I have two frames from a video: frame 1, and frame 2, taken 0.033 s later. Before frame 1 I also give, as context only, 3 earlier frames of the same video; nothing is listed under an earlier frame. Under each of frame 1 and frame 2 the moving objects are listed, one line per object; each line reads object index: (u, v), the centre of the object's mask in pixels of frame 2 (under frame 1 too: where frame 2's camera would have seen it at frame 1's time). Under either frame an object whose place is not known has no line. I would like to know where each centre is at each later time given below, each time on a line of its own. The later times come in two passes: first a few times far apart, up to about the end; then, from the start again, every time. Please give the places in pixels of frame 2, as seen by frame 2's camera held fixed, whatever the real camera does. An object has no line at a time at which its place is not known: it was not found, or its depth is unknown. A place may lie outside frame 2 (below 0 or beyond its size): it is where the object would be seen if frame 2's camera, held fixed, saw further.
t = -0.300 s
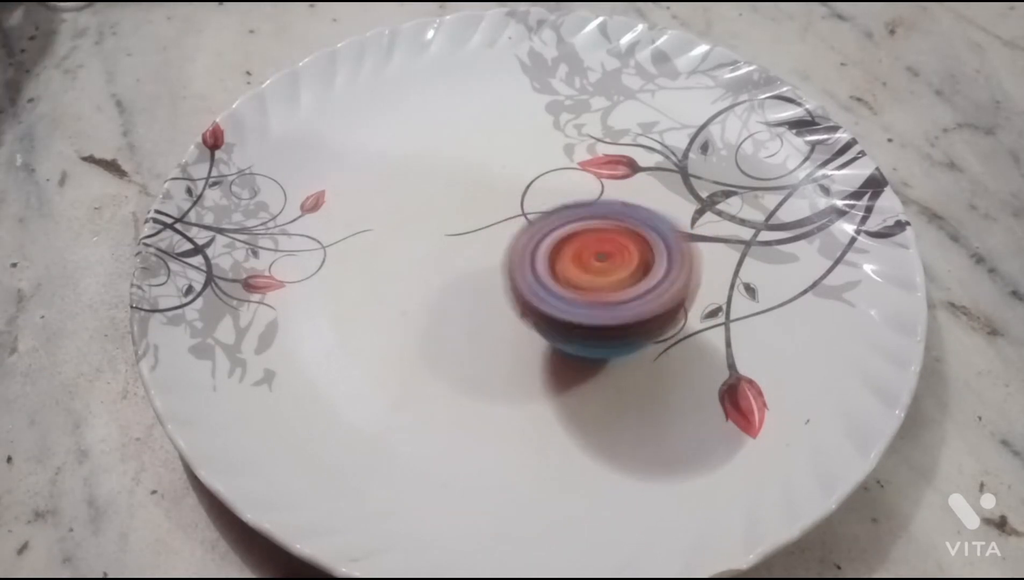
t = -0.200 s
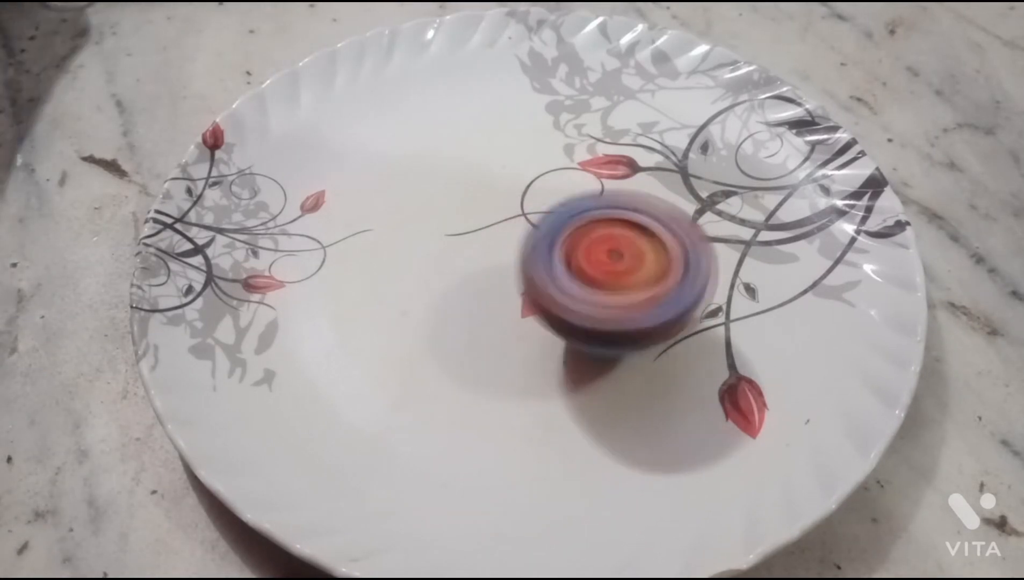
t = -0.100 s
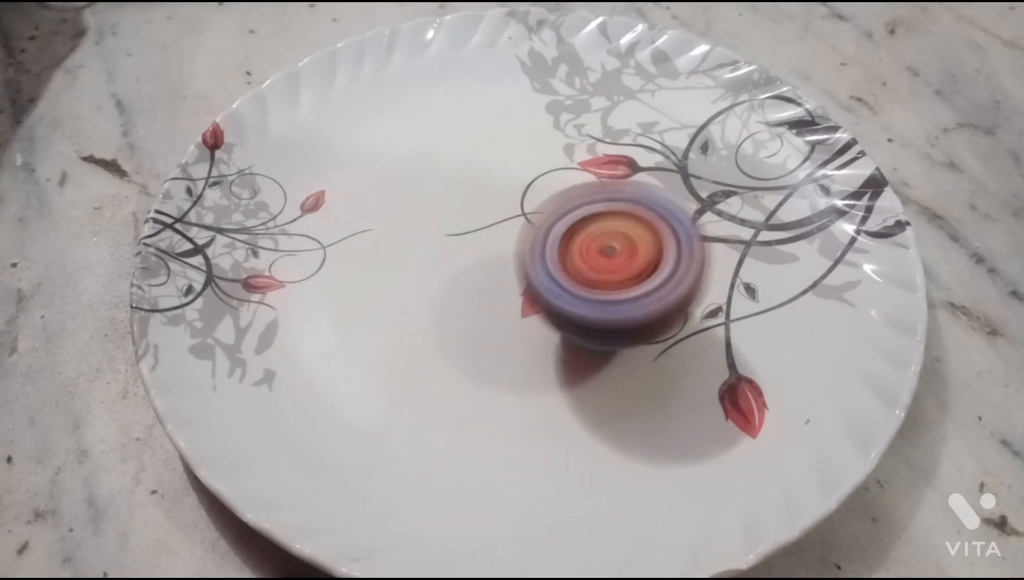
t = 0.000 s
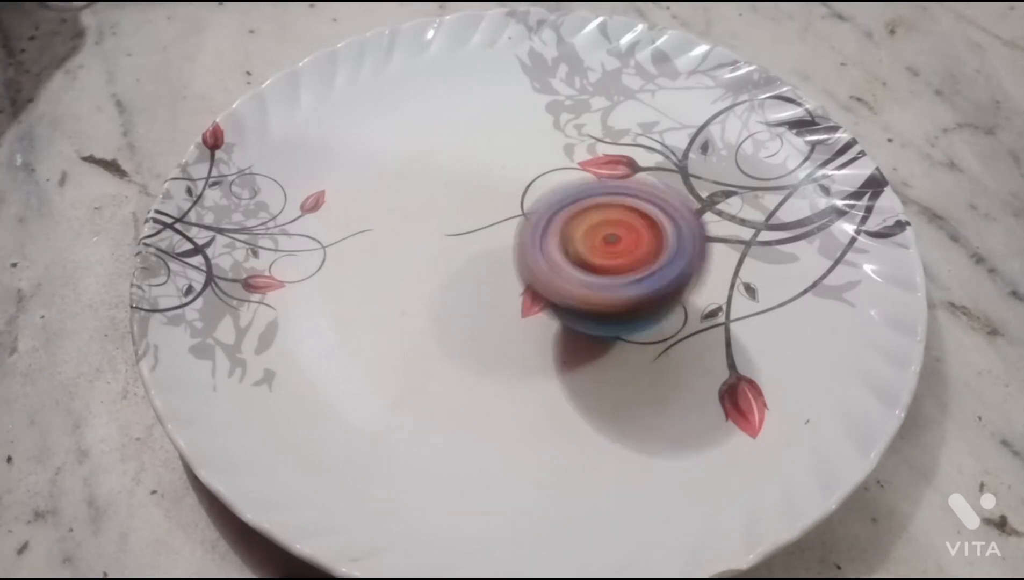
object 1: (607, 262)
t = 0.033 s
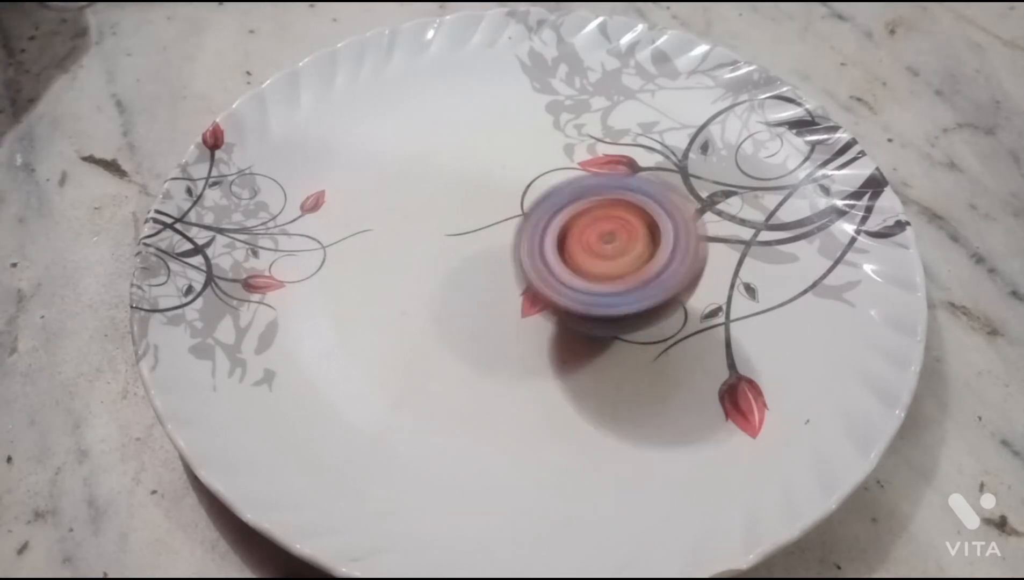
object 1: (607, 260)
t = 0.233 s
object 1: (591, 252)
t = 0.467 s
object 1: (573, 258)
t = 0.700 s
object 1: (591, 275)
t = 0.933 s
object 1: (612, 271)
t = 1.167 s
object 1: (613, 256)
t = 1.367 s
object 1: (601, 246)
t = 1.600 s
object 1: (576, 254)
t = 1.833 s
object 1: (596, 269)
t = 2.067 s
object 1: (612, 264)
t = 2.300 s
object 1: (611, 245)
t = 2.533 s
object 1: (595, 237)
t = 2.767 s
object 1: (590, 265)
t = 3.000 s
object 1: (612, 275)
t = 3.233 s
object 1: (629, 265)
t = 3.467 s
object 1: (626, 242)
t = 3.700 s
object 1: (614, 243)
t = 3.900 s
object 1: (607, 266)
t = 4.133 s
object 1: (624, 283)
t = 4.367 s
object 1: (649, 264)
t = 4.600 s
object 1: (645, 259)
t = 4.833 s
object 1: (646, 274)
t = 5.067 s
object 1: (618, 278)
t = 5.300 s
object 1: (637, 265)
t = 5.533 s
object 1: (634, 278)
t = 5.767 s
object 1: (629, 265)
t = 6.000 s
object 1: (636, 256)
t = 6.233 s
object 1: (652, 273)
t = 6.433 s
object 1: (611, 268)
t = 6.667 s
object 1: (653, 279)
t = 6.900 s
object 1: (643, 274)
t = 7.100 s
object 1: (674, 237)
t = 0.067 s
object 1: (605, 259)
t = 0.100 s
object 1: (606, 258)
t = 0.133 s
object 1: (601, 252)
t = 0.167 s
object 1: (592, 253)
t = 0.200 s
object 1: (593, 253)
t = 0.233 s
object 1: (591, 252)
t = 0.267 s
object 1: (589, 253)
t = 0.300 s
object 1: (582, 250)
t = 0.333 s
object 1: (574, 253)
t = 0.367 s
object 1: (578, 256)
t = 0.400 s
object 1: (578, 258)
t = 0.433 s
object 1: (579, 259)
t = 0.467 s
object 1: (573, 258)
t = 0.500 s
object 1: (570, 263)
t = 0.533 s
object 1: (578, 267)
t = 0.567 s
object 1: (580, 269)
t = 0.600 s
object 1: (581, 269)
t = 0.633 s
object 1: (580, 269)
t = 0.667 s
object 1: (581, 274)
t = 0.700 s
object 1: (591, 275)
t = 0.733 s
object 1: (593, 276)
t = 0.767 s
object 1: (596, 275)
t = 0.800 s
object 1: (599, 274)
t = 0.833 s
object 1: (602, 277)
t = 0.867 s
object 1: (613, 274)
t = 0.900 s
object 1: (613, 272)
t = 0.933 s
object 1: (612, 271)
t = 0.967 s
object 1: (614, 267)
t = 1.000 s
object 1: (616, 268)
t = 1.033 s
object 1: (622, 263)
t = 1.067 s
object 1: (621, 258)
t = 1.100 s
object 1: (614, 259)
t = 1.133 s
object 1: (614, 257)
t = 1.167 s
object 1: (613, 256)
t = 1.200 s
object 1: (621, 246)
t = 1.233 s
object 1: (618, 242)
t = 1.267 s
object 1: (605, 248)
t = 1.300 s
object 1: (605, 246)
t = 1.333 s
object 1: (600, 246)
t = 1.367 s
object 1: (601, 246)
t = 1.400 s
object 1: (596, 237)
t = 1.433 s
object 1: (586, 245)
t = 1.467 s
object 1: (589, 248)
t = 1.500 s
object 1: (587, 251)
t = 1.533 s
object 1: (586, 251)
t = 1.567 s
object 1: (581, 250)
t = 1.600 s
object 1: (576, 254)
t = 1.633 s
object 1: (582, 257)
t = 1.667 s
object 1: (583, 260)
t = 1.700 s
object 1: (585, 261)
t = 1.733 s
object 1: (586, 261)
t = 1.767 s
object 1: (584, 267)
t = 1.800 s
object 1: (592, 269)
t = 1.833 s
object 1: (596, 269)
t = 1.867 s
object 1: (596, 270)
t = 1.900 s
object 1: (600, 268)
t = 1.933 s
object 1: (600, 270)
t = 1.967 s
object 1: (608, 270)
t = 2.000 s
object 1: (613, 267)
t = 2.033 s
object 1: (610, 267)
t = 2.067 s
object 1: (612, 264)
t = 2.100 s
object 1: (612, 263)
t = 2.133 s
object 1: (615, 262)
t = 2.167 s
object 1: (620, 256)
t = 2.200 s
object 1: (614, 254)
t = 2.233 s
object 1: (613, 248)
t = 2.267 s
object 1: (614, 244)
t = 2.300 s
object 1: (611, 245)
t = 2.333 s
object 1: (613, 240)
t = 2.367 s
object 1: (610, 235)
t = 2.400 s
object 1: (600, 237)
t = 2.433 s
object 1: (601, 238)
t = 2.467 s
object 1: (598, 240)
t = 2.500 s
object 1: (600, 239)
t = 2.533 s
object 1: (595, 237)
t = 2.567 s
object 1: (586, 245)
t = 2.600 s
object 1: (589, 249)
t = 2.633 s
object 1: (588, 252)
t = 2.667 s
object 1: (589, 255)
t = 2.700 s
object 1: (590, 255)
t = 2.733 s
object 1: (586, 261)
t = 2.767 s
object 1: (590, 265)
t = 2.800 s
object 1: (595, 266)
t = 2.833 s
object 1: (595, 270)
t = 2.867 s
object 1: (599, 270)
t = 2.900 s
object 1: (598, 270)
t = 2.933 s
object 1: (601, 274)
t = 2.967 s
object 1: (611, 274)
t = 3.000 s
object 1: (612, 275)
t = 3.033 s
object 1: (615, 275)
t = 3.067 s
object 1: (620, 272)
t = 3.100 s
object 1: (621, 274)
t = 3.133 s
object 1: (629, 271)
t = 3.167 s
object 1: (637, 260)
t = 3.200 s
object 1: (628, 267)
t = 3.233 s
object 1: (629, 265)
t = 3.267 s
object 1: (634, 255)
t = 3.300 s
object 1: (637, 255)
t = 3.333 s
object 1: (640, 251)
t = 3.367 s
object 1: (631, 248)
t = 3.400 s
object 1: (632, 245)
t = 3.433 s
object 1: (630, 242)
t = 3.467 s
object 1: (626, 242)
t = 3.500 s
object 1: (627, 239)
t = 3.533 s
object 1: (621, 236)
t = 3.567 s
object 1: (613, 238)
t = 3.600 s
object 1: (614, 240)
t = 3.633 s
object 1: (615, 241)
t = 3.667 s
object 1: (612, 244)
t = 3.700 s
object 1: (614, 243)
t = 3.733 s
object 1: (608, 245)
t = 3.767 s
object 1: (602, 255)
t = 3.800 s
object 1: (604, 257)
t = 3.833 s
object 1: (603, 263)
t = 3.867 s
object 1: (605, 265)
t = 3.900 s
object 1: (607, 266)
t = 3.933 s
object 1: (606, 271)
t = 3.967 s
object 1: (612, 275)
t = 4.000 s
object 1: (614, 275)
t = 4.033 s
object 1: (614, 279)
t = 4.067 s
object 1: (620, 280)
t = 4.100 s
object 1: (622, 280)
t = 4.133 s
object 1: (624, 283)
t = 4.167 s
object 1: (630, 282)
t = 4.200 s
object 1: (630, 281)
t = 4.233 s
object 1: (630, 281)
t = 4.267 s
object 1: (633, 279)
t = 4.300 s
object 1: (635, 277)
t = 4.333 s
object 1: (640, 275)
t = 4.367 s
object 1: (649, 264)
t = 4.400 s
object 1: (647, 262)
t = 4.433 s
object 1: (641, 262)
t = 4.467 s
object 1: (635, 266)
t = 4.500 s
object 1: (633, 268)
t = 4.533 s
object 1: (644, 265)
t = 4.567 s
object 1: (646, 265)
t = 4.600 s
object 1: (645, 259)
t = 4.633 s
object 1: (641, 258)
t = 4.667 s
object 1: (625, 264)
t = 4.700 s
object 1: (624, 269)
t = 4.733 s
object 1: (630, 274)
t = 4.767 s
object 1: (641, 275)
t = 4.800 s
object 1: (642, 274)
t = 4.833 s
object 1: (646, 274)
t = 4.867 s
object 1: (643, 266)
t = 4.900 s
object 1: (634, 265)
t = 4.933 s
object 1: (632, 262)
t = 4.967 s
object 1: (619, 267)
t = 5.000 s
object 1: (615, 273)
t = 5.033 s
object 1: (615, 274)
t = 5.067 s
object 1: (618, 278)
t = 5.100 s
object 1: (627, 284)
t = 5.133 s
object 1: (637, 285)
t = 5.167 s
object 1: (645, 281)
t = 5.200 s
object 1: (650, 279)
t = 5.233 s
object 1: (646, 271)
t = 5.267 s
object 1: (643, 269)
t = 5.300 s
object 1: (637, 265)
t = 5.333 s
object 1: (630, 262)
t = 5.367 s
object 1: (619, 270)
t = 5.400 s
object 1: (617, 272)
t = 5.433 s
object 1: (618, 271)
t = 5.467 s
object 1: (617, 277)
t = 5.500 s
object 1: (626, 274)
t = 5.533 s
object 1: (634, 278)
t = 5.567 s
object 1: (635, 278)
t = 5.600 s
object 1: (643, 278)
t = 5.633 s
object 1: (644, 273)
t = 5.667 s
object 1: (639, 270)
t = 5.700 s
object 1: (639, 264)
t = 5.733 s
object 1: (634, 262)
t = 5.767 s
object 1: (629, 265)
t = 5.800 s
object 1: (629, 265)
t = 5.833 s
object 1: (627, 270)
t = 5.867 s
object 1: (629, 273)
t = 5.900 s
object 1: (638, 271)
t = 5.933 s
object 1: (645, 260)
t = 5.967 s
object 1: (640, 258)
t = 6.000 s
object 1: (636, 256)
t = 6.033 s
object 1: (629, 254)
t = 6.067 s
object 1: (626, 258)
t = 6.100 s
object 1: (629, 262)
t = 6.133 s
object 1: (633, 270)
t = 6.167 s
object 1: (640, 269)
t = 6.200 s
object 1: (650, 269)
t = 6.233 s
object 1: (652, 273)
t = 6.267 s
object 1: (651, 267)
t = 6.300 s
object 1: (650, 266)
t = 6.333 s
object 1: (640, 262)
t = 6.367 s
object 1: (632, 265)
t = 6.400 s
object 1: (624, 262)
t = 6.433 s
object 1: (611, 268)
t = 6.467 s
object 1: (607, 270)
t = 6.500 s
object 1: (613, 272)
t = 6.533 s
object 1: (622, 273)
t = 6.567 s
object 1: (628, 271)
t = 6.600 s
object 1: (638, 275)
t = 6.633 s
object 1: (649, 280)
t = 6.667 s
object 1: (653, 279)
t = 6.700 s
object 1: (656, 281)
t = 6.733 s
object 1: (651, 274)
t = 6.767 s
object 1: (648, 274)
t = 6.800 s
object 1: (647, 275)
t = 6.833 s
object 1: (647, 272)
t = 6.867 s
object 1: (643, 274)
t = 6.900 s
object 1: (643, 274)
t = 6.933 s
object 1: (647, 269)
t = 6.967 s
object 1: (651, 262)
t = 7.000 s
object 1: (656, 256)
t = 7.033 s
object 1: (659, 253)
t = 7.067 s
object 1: (668, 246)
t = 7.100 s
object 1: (674, 237)
